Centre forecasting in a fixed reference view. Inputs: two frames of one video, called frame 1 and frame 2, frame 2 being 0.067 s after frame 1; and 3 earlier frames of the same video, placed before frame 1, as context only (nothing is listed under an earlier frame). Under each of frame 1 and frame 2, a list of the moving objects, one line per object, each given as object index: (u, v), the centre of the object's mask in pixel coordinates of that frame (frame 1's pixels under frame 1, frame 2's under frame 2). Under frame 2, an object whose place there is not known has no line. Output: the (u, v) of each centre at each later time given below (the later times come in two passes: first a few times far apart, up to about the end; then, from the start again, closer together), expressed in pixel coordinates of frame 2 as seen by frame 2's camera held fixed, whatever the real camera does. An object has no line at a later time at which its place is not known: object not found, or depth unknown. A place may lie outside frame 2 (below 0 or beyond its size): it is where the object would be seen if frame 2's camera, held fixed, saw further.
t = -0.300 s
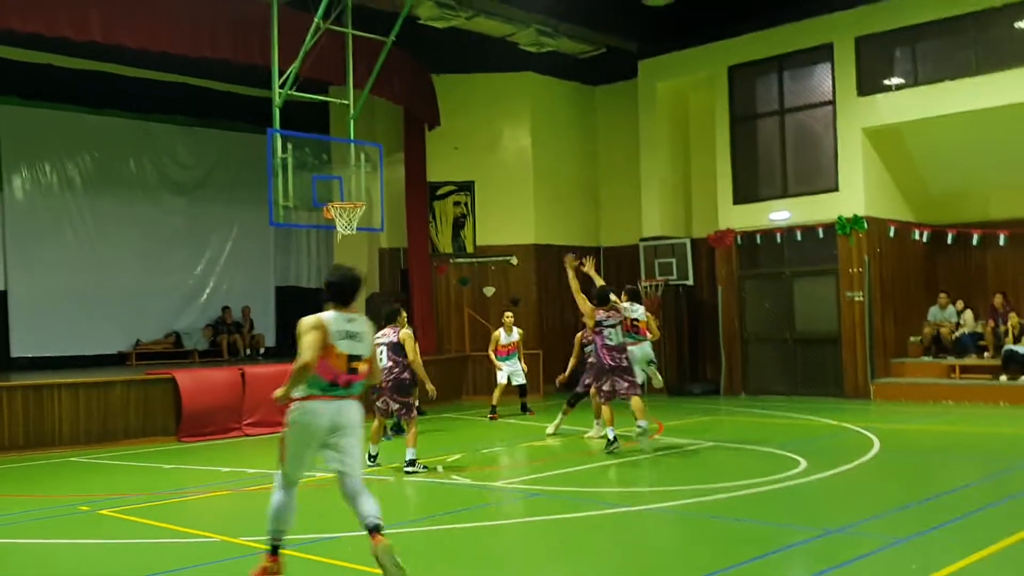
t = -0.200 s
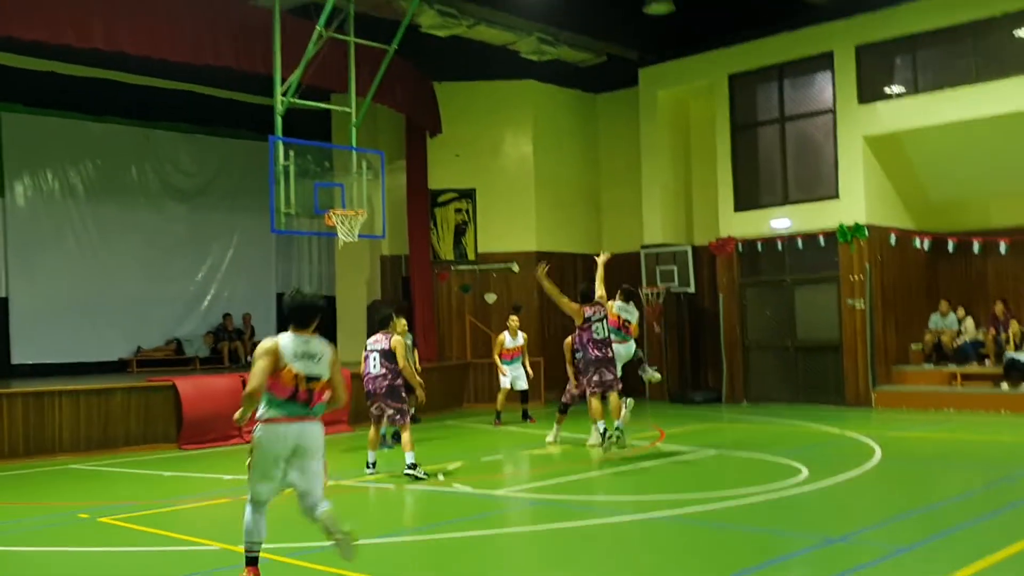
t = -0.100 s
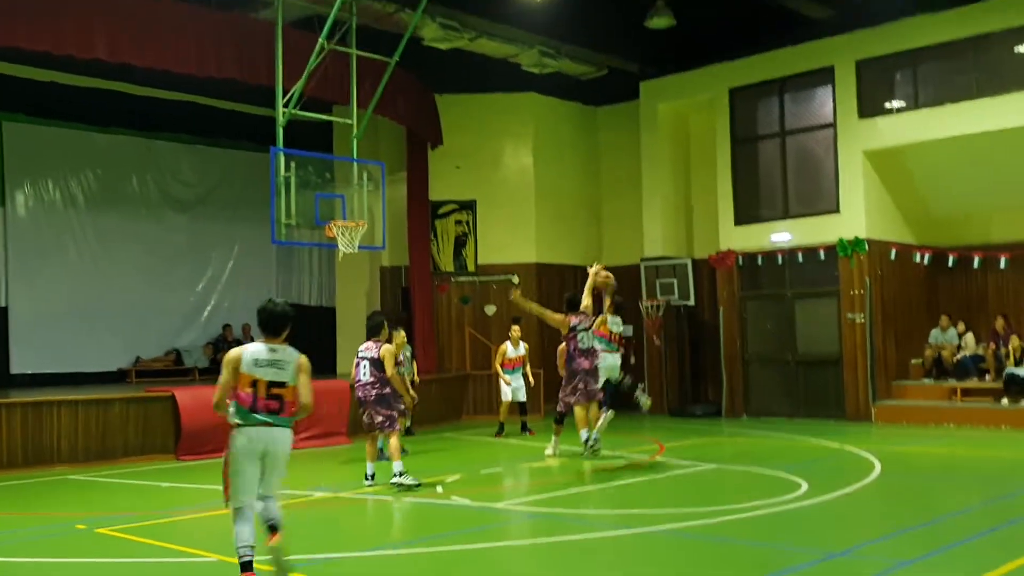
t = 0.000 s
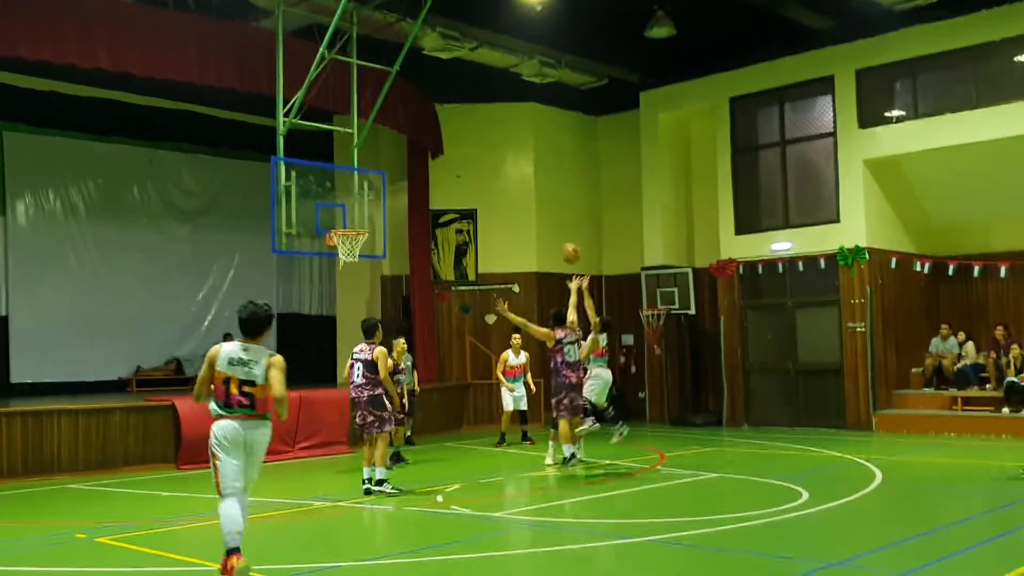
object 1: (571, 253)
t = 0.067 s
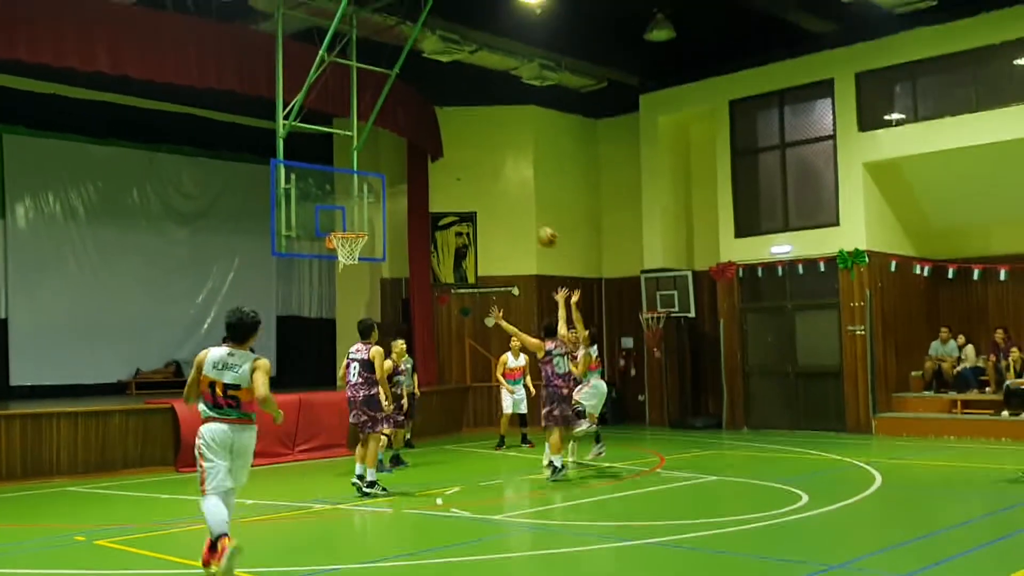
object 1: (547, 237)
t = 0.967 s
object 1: (359, 246)
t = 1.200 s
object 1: (354, 254)
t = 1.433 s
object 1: (342, 265)
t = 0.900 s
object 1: (350, 251)
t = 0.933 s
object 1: (351, 251)
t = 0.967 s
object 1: (359, 246)
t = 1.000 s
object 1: (360, 250)
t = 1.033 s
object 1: (361, 251)
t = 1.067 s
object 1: (362, 251)
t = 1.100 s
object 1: (361, 250)
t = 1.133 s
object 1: (361, 251)
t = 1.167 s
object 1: (363, 252)
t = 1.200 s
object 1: (354, 254)
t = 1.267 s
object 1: (352, 252)
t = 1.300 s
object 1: (349, 251)
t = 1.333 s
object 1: (347, 262)
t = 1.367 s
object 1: (342, 263)
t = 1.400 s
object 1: (343, 264)
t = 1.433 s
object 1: (342, 265)
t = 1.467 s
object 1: (339, 266)
